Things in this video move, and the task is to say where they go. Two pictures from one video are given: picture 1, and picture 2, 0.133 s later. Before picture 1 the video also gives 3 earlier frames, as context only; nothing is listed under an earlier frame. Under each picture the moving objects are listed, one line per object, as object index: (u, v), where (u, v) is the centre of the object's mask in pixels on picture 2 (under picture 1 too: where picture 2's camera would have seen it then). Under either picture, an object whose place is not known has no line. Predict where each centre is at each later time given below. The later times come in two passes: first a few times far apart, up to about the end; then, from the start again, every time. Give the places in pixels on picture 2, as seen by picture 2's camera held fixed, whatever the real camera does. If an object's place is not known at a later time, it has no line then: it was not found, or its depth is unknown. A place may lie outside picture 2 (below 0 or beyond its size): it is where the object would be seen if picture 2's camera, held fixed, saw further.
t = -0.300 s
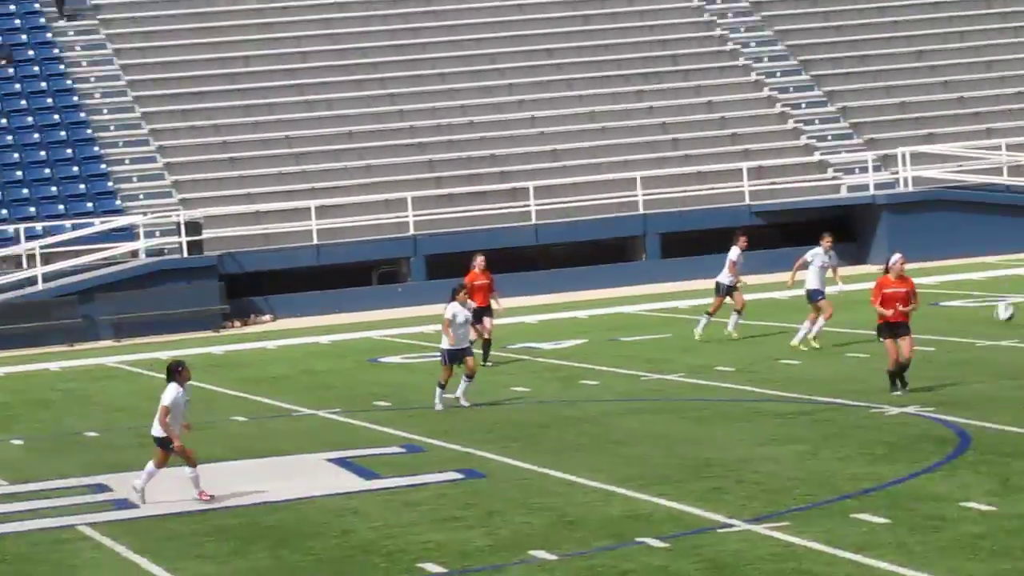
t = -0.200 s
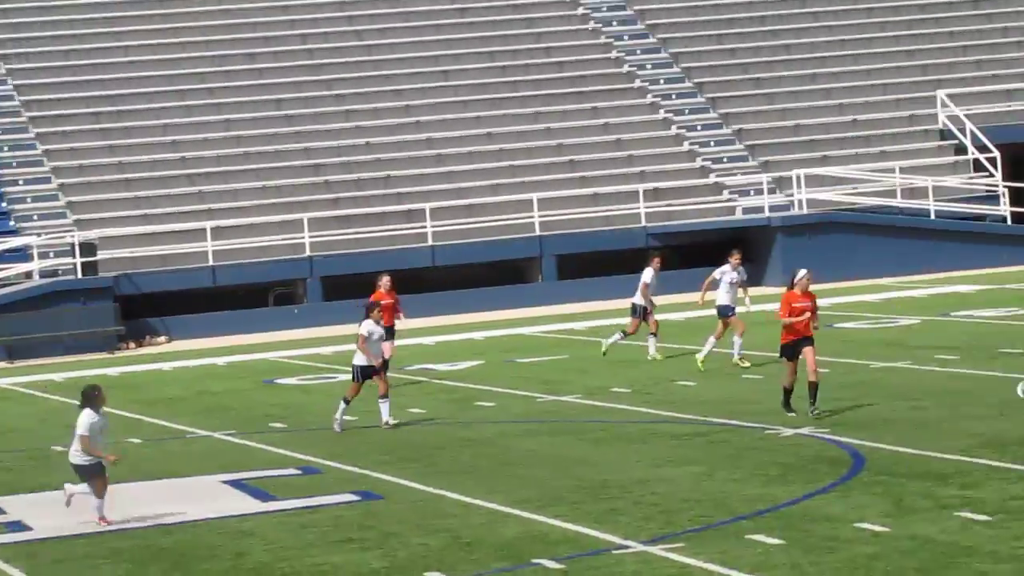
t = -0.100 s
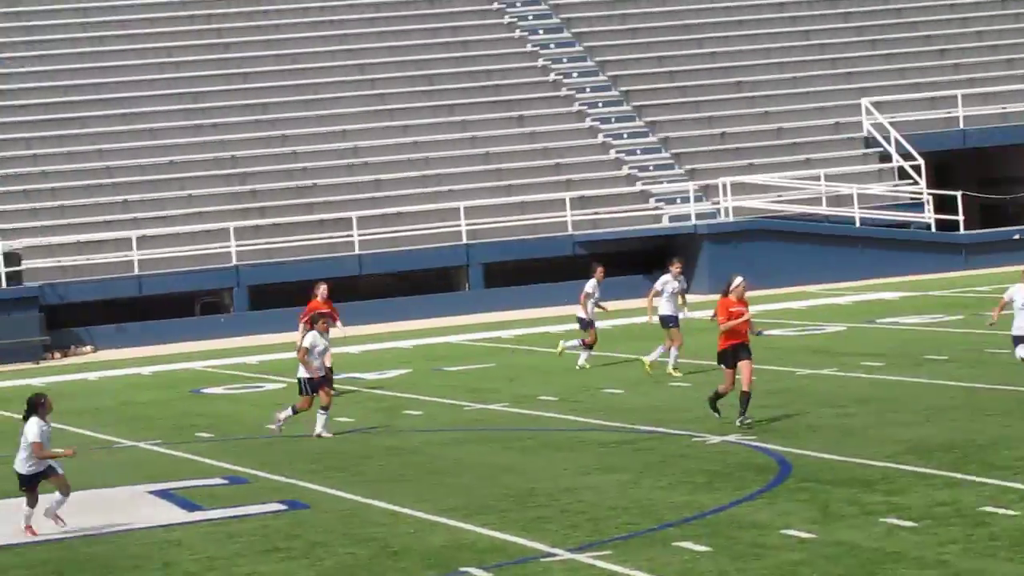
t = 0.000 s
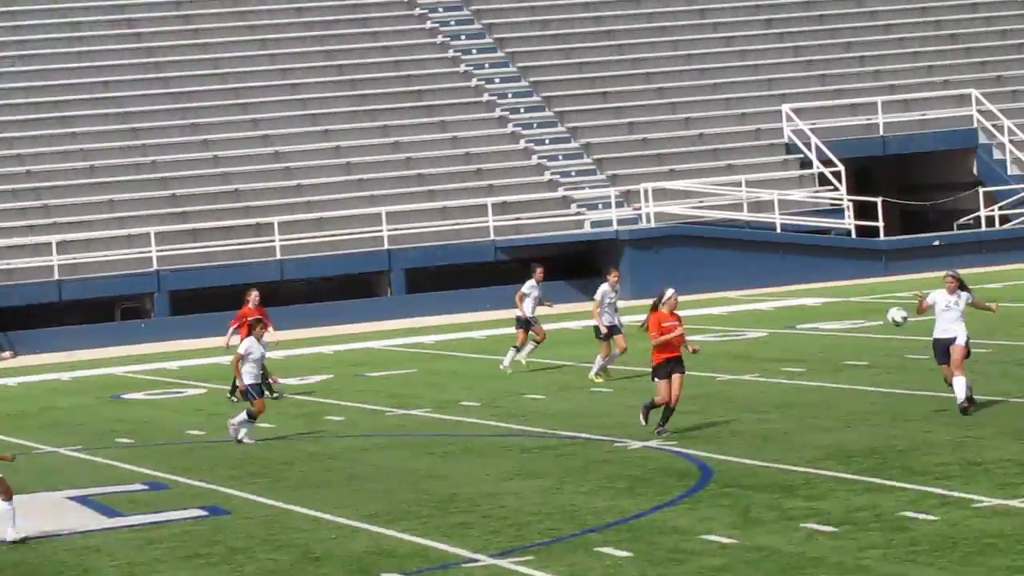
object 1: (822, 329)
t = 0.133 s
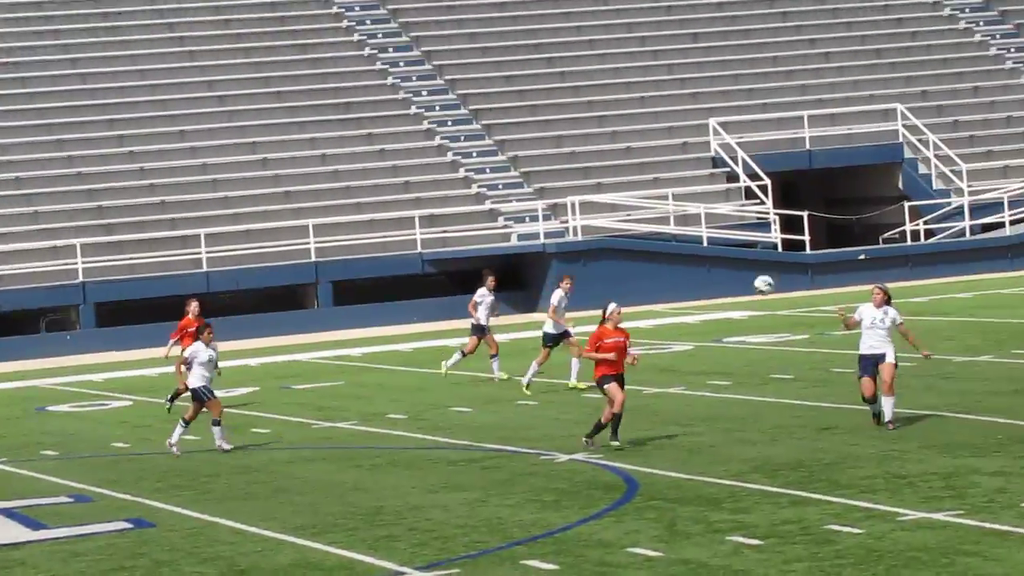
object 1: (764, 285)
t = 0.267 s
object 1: (707, 255)
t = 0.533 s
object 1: (602, 236)
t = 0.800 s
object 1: (504, 277)
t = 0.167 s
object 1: (749, 276)
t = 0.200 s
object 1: (734, 268)
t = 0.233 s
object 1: (721, 261)
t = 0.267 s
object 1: (707, 255)
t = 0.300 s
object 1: (692, 249)
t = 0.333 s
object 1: (680, 244)
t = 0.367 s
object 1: (666, 241)
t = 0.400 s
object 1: (653, 238)
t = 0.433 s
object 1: (641, 236)
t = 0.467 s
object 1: (626, 236)
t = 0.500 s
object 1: (614, 236)
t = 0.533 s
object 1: (602, 236)
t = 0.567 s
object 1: (589, 238)
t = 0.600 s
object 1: (576, 240)
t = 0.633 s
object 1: (564, 244)
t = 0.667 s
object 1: (551, 249)
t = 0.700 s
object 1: (540, 254)
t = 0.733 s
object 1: (528, 261)
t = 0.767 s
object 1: (515, 269)
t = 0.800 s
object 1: (504, 277)
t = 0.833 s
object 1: (493, 286)
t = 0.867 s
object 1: (480, 297)
